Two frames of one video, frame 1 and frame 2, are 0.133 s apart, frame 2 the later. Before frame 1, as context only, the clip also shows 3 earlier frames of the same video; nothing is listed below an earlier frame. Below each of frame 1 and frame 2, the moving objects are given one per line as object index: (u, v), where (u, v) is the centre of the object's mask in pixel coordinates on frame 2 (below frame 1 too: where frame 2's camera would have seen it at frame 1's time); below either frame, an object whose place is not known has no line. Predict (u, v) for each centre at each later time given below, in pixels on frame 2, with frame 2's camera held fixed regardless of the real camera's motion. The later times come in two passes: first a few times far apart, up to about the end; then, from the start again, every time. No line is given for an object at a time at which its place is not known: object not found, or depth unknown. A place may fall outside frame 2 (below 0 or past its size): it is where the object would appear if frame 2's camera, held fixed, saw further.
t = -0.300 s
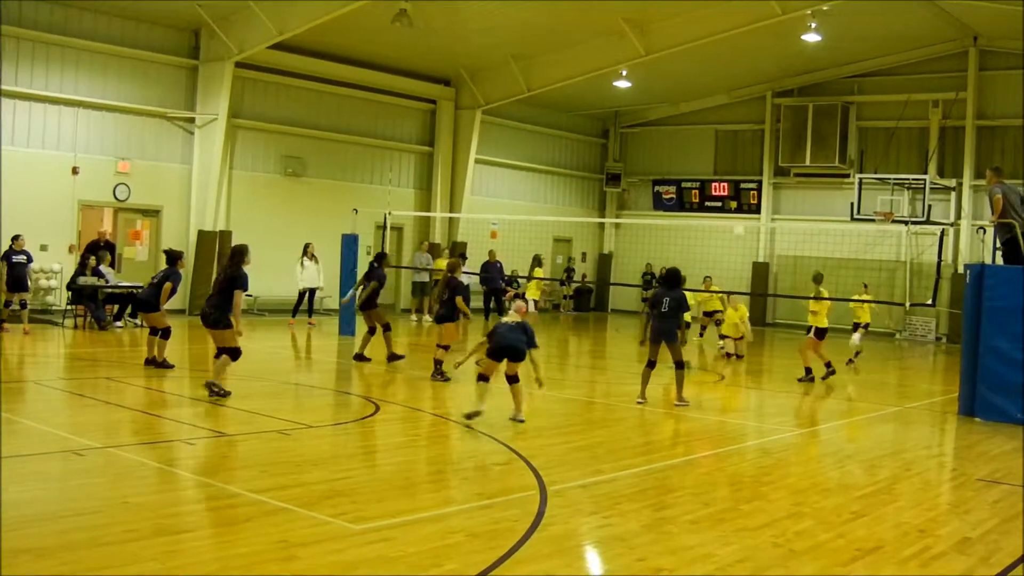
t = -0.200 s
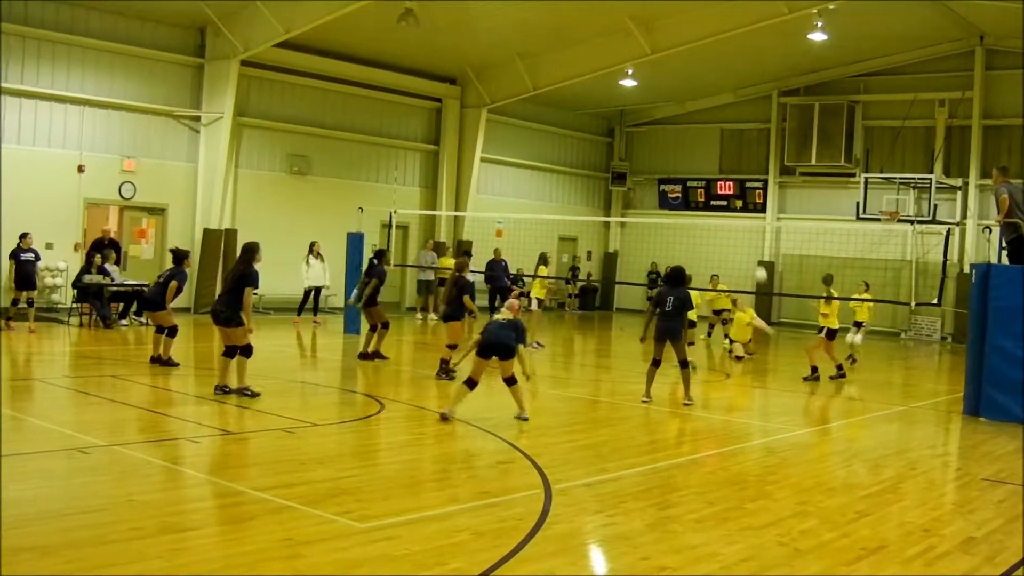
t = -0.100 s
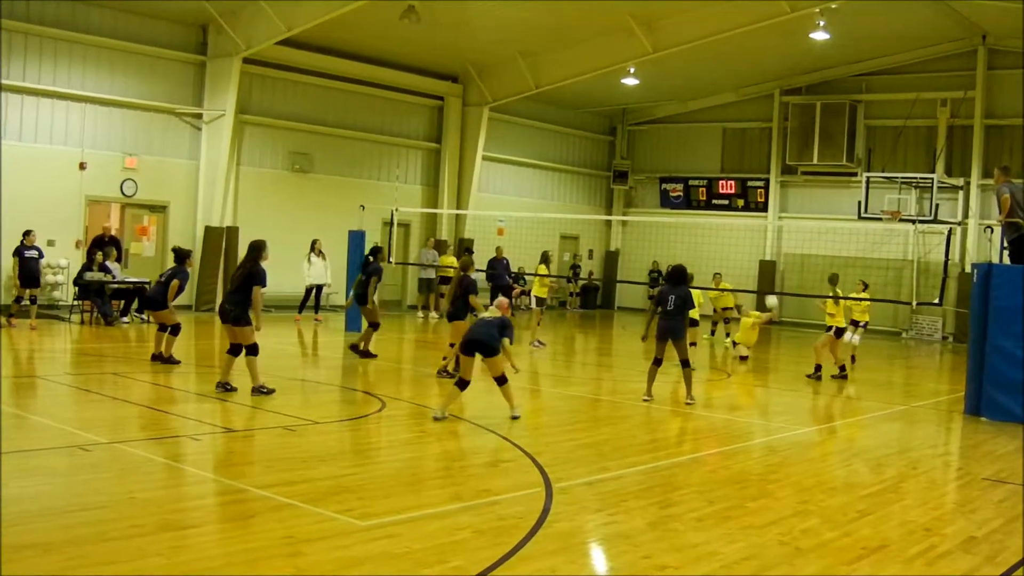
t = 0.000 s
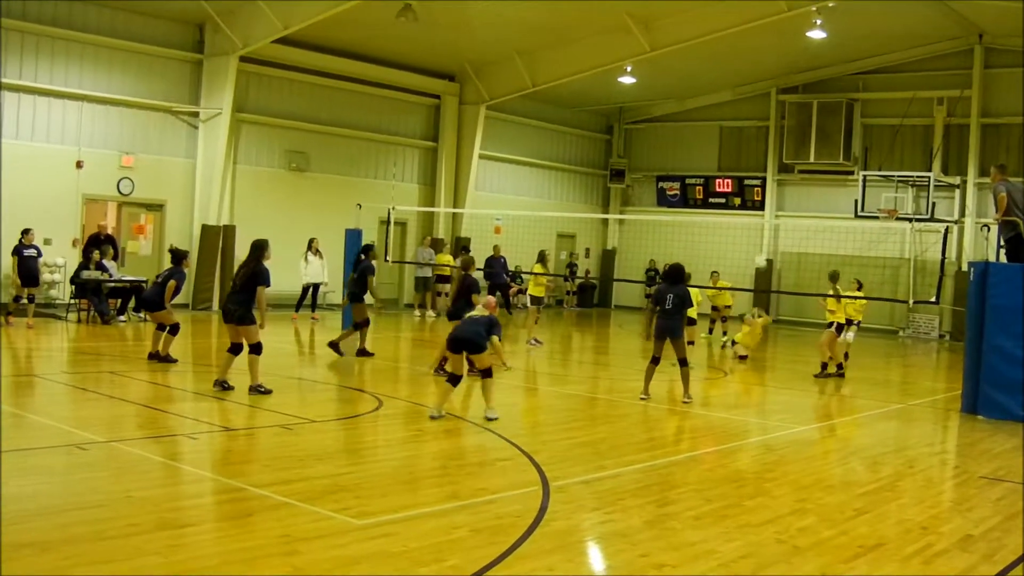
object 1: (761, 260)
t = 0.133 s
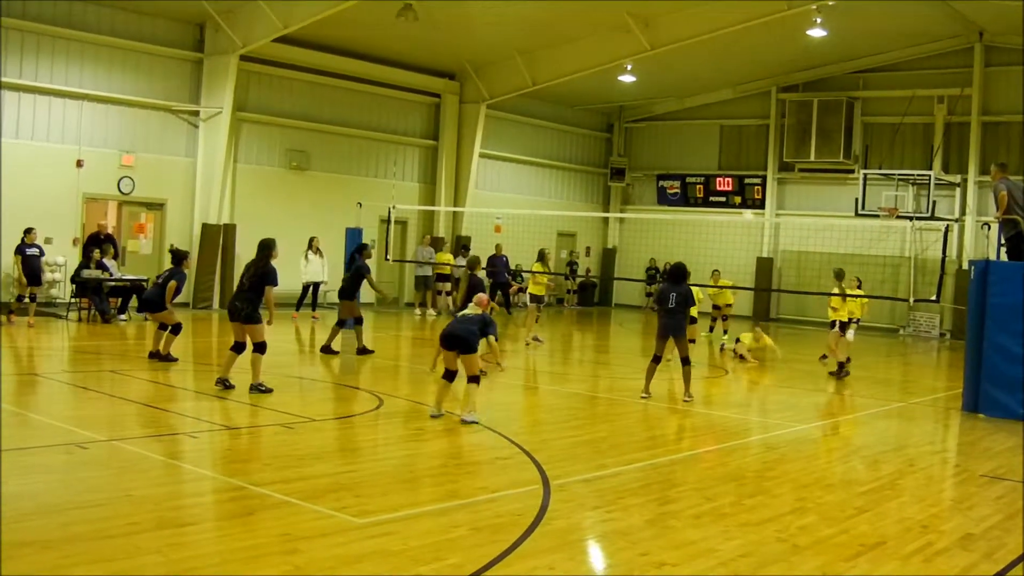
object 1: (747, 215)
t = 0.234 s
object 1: (738, 192)
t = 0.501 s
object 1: (710, 151)
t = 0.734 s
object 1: (682, 149)
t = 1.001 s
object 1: (648, 186)
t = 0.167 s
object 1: (745, 207)
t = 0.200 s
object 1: (741, 200)
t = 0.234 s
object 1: (738, 192)
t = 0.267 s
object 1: (734, 184)
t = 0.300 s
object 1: (731, 177)
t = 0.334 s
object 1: (727, 171)
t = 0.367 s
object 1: (724, 166)
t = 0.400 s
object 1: (720, 161)
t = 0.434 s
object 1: (717, 157)
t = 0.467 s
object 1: (713, 153)
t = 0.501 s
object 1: (710, 151)
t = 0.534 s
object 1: (705, 148)
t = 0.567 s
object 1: (702, 147)
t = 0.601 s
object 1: (698, 146)
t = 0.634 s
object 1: (694, 146)
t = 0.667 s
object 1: (690, 146)
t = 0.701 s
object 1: (686, 147)
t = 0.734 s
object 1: (682, 149)
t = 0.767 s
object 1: (678, 151)
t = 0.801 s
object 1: (674, 154)
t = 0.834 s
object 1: (670, 158)
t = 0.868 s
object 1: (665, 162)
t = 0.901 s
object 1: (661, 167)
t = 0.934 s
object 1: (657, 173)
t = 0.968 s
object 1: (652, 179)
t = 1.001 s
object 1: (648, 186)
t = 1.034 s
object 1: (644, 193)
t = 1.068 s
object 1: (640, 201)
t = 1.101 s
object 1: (635, 209)
